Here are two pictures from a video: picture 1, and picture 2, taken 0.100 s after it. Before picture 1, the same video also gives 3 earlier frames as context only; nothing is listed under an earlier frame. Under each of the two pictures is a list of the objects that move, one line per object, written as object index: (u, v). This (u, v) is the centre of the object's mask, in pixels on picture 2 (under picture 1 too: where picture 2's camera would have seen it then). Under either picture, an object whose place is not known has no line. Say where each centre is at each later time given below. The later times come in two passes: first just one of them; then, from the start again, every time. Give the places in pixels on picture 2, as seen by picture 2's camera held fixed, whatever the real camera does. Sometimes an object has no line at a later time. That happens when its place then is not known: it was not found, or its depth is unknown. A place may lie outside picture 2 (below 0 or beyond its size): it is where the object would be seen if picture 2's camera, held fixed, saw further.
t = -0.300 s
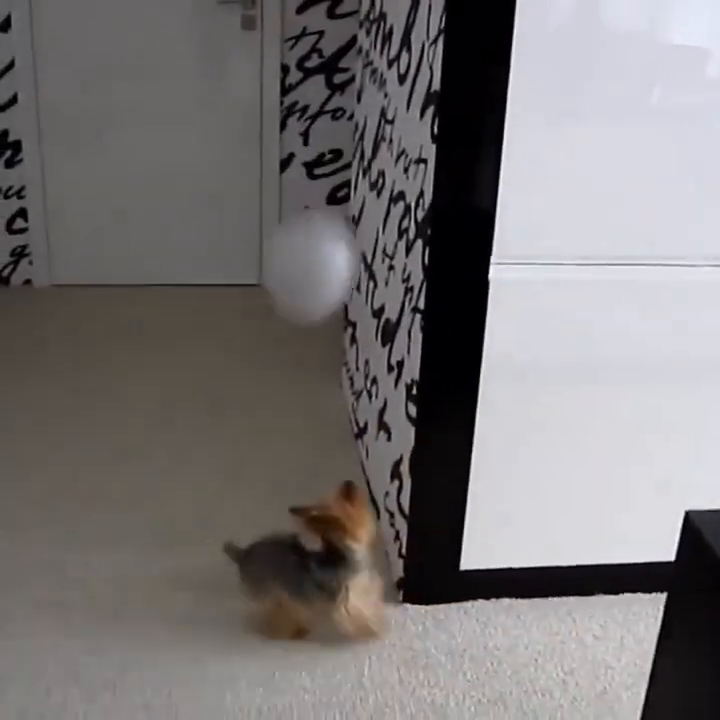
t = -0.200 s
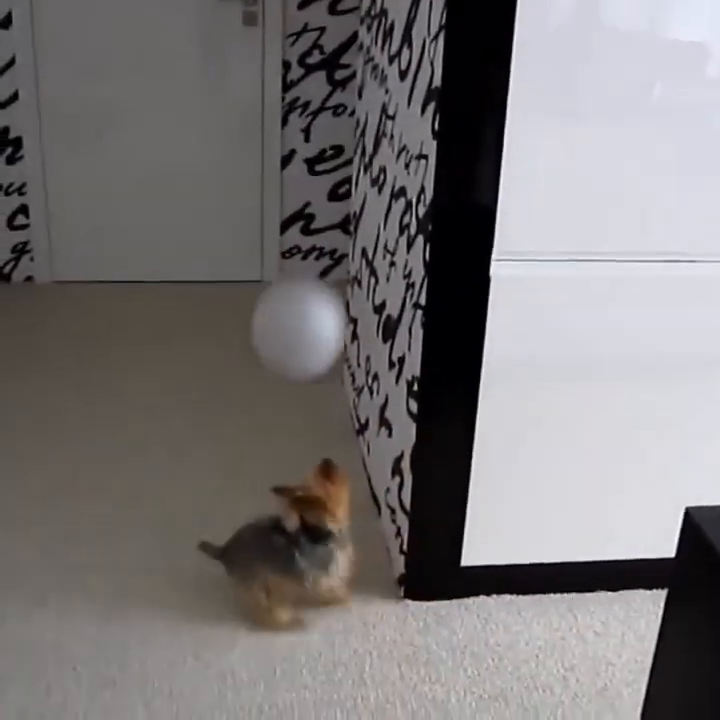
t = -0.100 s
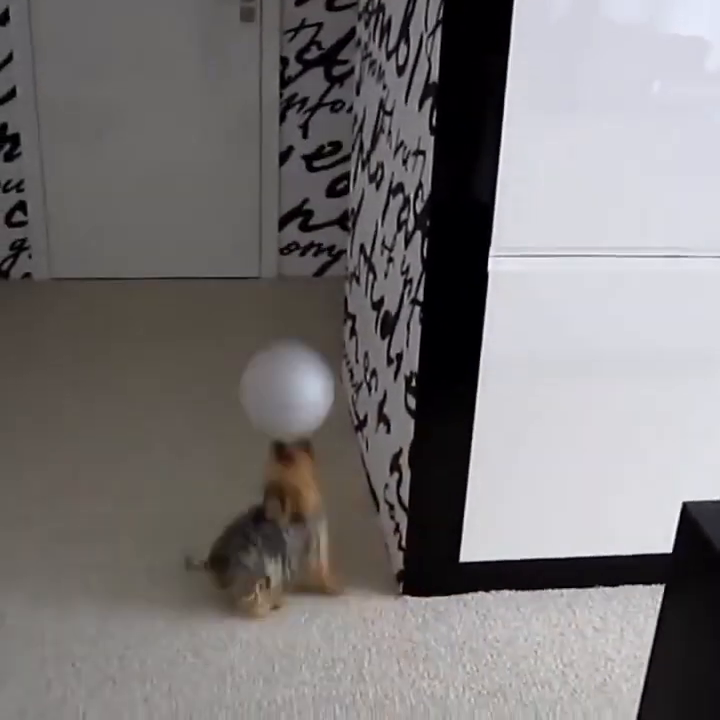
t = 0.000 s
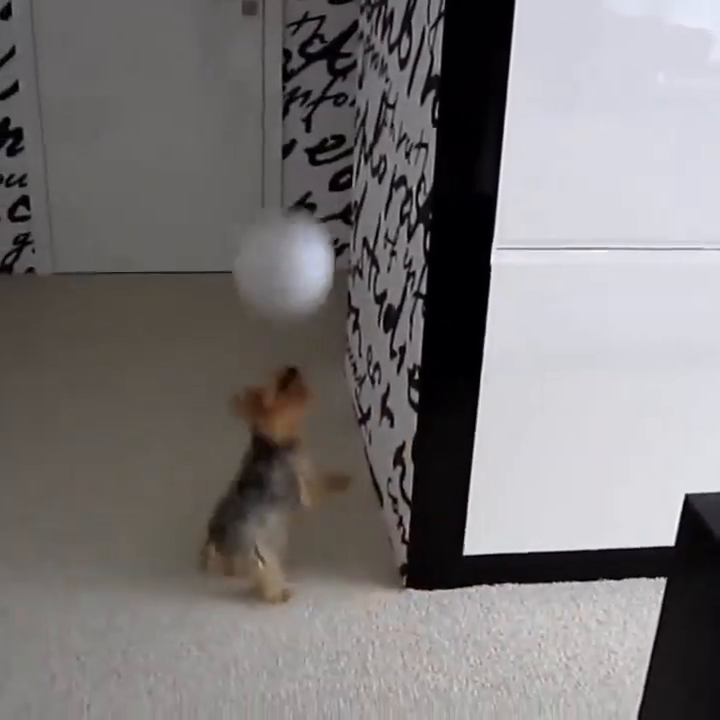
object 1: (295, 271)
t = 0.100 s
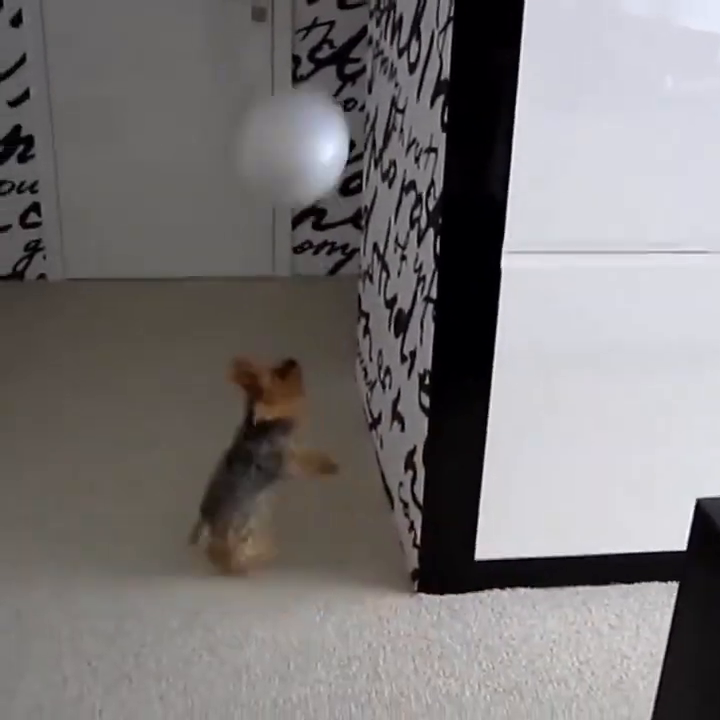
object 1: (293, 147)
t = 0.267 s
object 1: (304, 19)
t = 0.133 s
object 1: (295, 115)
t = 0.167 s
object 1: (299, 85)
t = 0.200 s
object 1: (299, 60)
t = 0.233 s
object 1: (302, 38)
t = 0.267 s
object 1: (304, 19)
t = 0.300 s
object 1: (307, 3)
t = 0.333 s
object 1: (309, -11)
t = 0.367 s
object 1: (313, -23)
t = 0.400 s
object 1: (314, -32)
